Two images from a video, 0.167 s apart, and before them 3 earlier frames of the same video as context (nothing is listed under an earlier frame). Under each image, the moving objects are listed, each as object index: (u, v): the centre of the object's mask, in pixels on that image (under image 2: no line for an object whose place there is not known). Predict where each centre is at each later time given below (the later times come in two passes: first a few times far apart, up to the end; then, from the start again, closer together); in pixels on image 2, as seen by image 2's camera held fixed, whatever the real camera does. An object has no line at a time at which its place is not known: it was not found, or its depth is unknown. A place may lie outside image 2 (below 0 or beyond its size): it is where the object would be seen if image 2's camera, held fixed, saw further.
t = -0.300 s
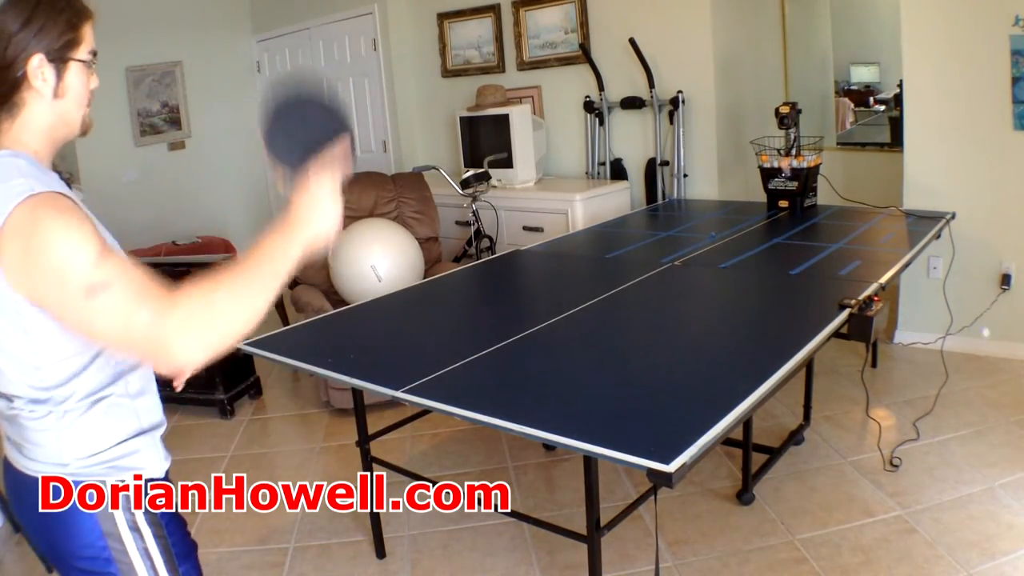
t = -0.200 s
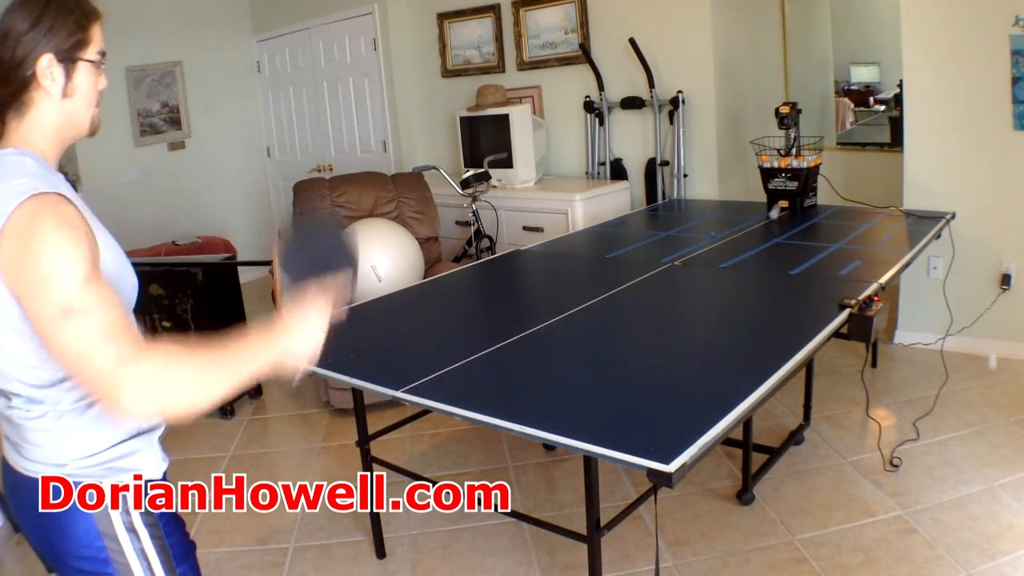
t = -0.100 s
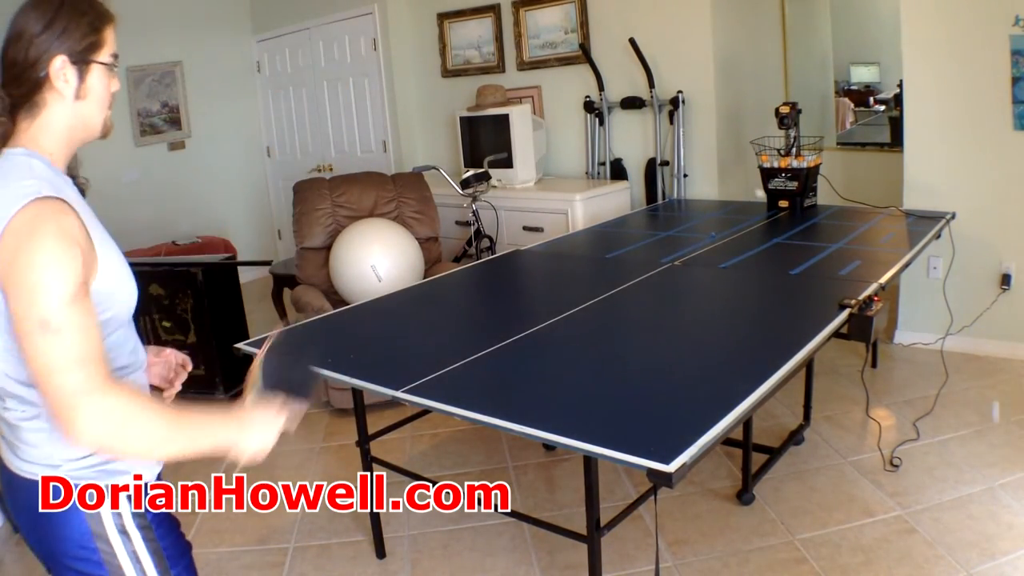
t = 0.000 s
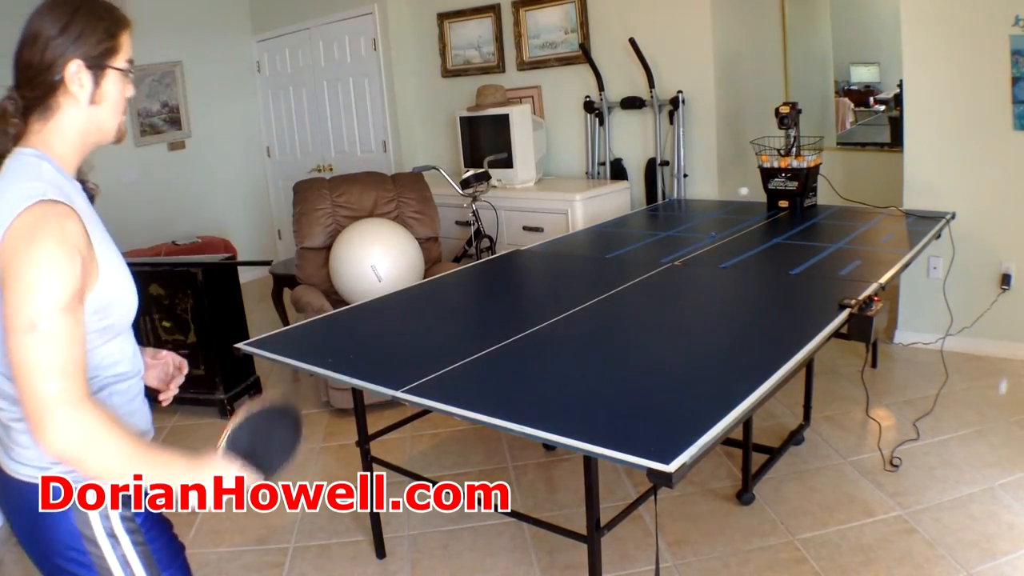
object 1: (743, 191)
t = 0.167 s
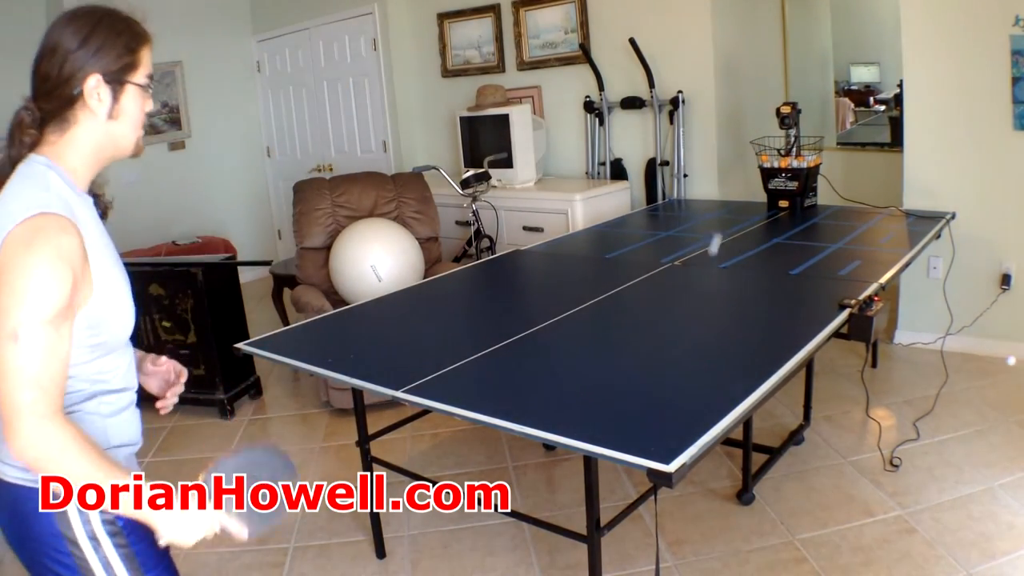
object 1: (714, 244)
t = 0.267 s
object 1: (695, 232)
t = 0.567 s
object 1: (624, 285)
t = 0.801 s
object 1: (553, 338)
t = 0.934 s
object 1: (500, 339)
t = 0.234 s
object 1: (701, 238)
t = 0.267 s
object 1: (695, 232)
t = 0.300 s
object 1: (687, 229)
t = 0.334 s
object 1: (680, 230)
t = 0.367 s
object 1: (673, 233)
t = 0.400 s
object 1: (665, 241)
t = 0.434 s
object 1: (658, 251)
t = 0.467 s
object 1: (651, 265)
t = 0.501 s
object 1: (643, 284)
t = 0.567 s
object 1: (624, 285)
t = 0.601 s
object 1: (615, 281)
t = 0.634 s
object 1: (605, 281)
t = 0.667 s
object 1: (595, 284)
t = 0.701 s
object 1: (584, 292)
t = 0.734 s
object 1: (574, 303)
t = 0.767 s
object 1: (564, 319)
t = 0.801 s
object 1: (553, 338)
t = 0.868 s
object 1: (528, 337)
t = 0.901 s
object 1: (514, 336)
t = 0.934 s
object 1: (500, 339)
